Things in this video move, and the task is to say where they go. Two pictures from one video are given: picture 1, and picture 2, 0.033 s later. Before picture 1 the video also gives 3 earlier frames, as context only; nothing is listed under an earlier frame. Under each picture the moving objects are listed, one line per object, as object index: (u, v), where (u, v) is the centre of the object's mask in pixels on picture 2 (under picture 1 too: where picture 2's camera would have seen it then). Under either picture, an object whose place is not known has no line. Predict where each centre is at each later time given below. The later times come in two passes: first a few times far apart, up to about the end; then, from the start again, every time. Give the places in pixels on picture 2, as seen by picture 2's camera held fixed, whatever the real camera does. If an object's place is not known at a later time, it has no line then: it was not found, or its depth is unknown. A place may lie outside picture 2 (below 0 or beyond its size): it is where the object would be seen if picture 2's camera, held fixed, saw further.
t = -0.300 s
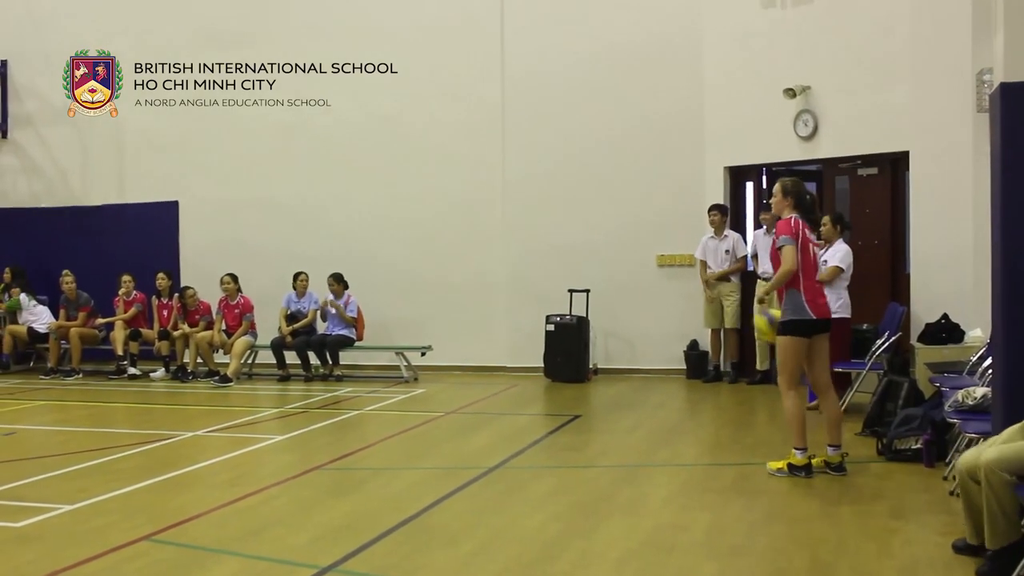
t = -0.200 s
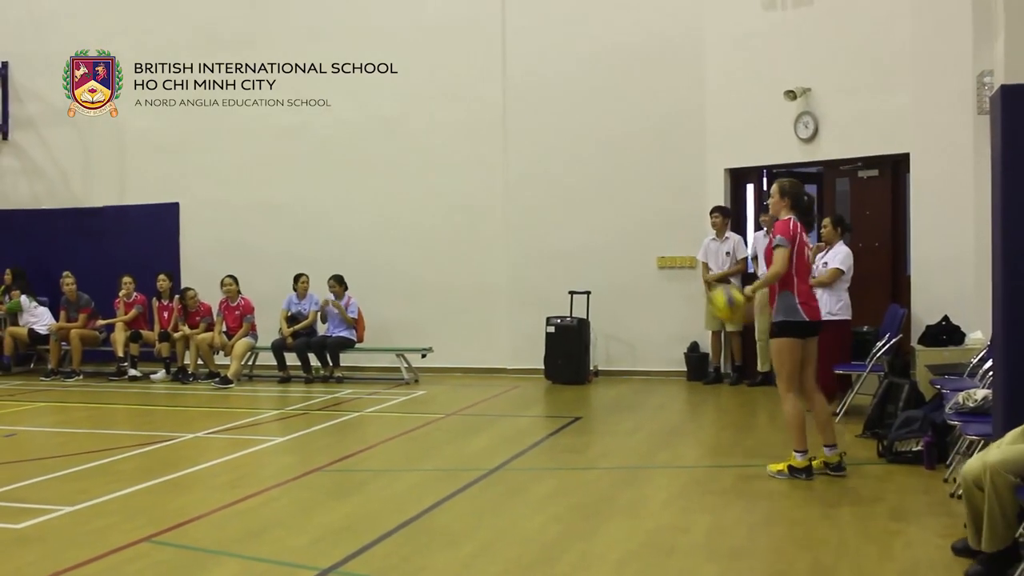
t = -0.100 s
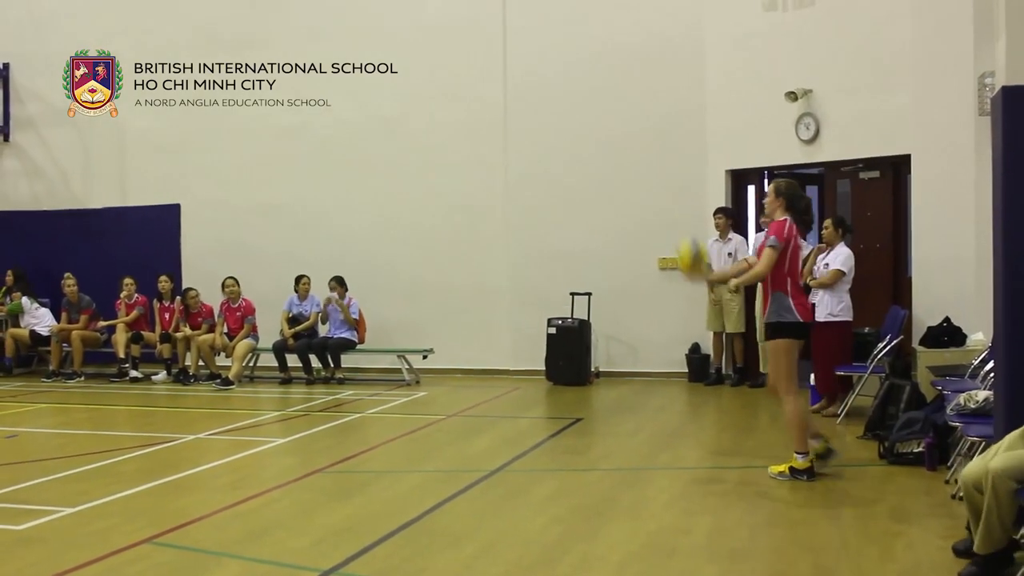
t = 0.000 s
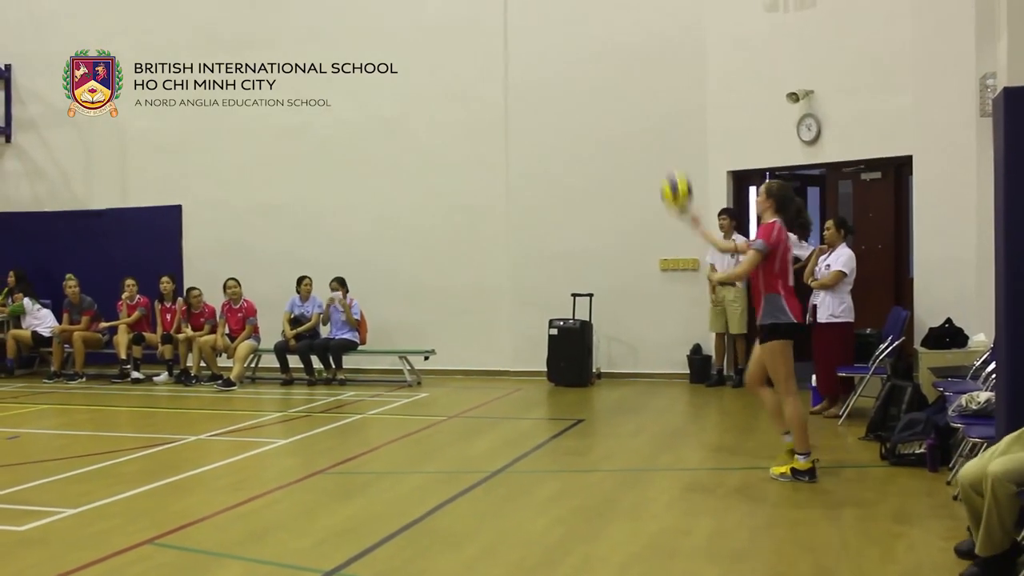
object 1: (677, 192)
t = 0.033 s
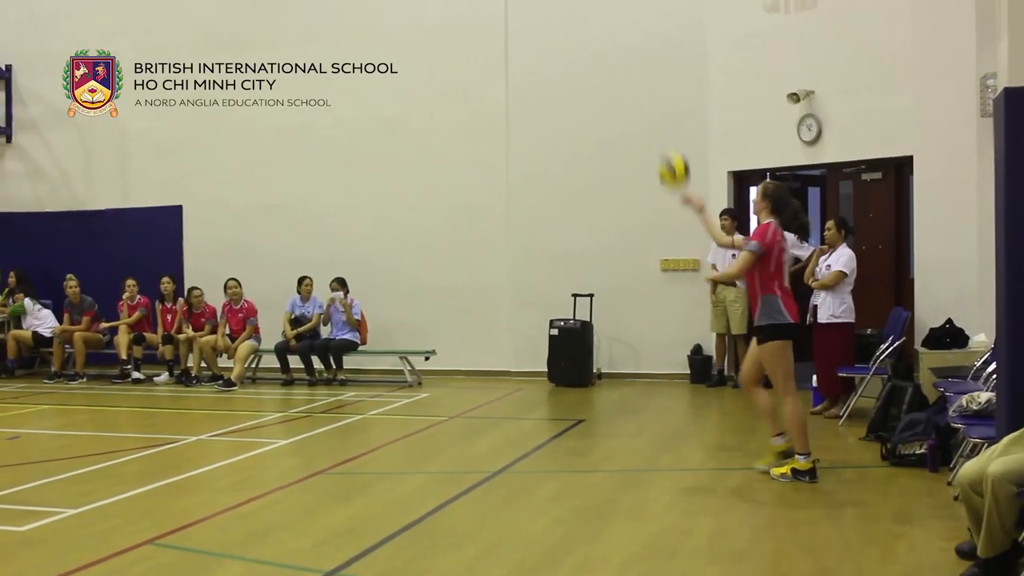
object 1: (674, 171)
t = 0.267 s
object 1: (653, 72)
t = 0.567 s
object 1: (631, 62)
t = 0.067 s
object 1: (670, 151)
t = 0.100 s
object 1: (667, 134)
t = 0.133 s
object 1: (665, 118)
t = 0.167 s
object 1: (662, 102)
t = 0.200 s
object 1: (659, 91)
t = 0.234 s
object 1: (656, 80)
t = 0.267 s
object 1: (653, 72)
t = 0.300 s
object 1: (651, 65)
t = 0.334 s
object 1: (649, 59)
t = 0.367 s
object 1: (646, 55)
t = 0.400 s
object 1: (644, 52)
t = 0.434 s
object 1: (641, 51)
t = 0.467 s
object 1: (638, 52)
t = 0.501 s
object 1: (636, 53)
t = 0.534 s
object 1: (633, 57)
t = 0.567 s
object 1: (631, 62)
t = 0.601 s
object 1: (629, 69)
